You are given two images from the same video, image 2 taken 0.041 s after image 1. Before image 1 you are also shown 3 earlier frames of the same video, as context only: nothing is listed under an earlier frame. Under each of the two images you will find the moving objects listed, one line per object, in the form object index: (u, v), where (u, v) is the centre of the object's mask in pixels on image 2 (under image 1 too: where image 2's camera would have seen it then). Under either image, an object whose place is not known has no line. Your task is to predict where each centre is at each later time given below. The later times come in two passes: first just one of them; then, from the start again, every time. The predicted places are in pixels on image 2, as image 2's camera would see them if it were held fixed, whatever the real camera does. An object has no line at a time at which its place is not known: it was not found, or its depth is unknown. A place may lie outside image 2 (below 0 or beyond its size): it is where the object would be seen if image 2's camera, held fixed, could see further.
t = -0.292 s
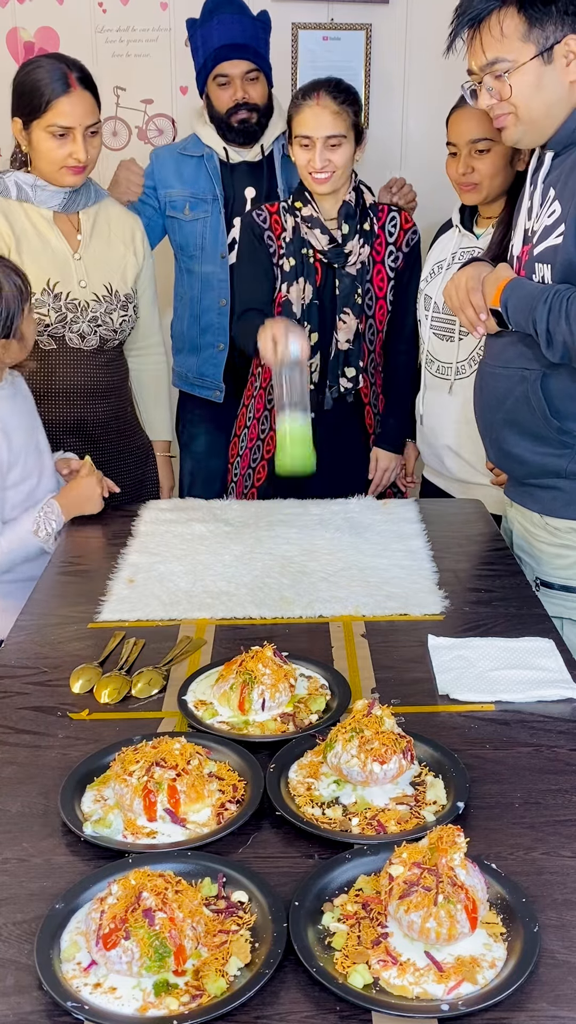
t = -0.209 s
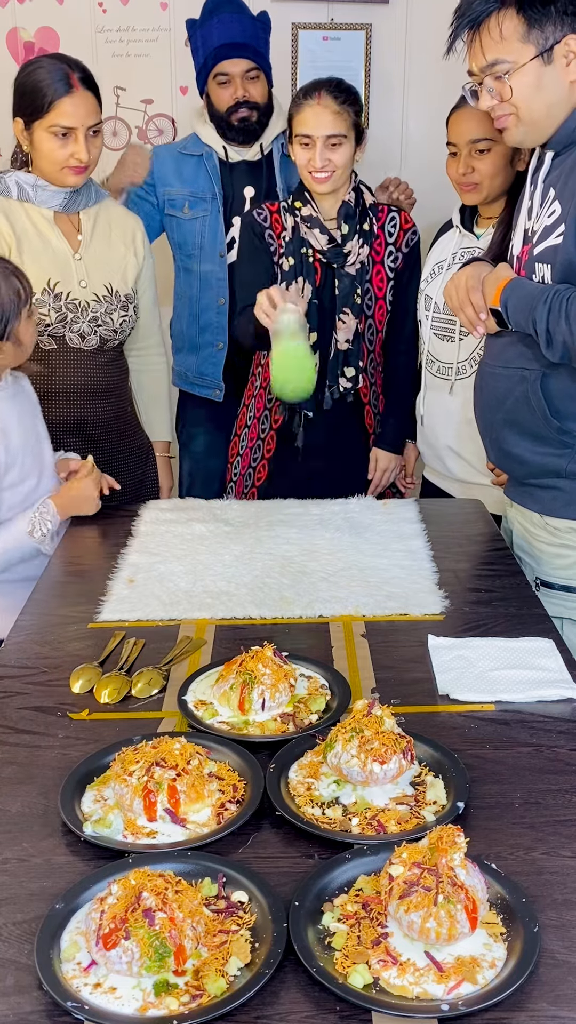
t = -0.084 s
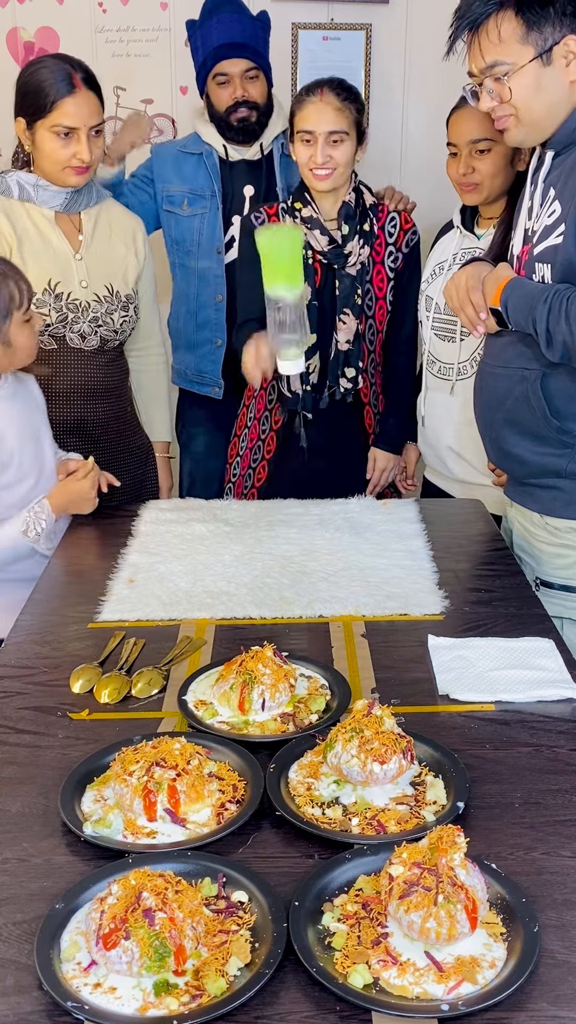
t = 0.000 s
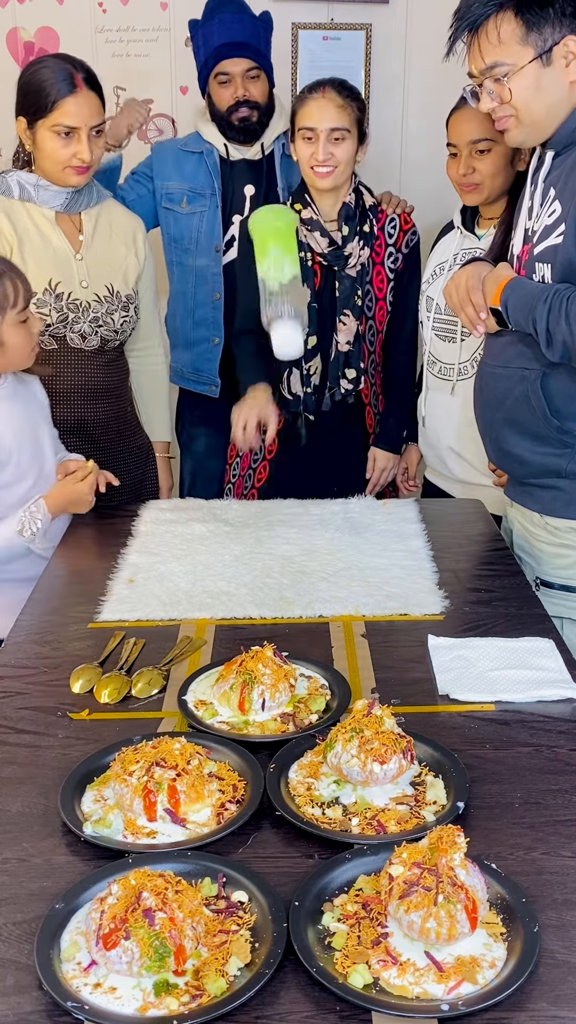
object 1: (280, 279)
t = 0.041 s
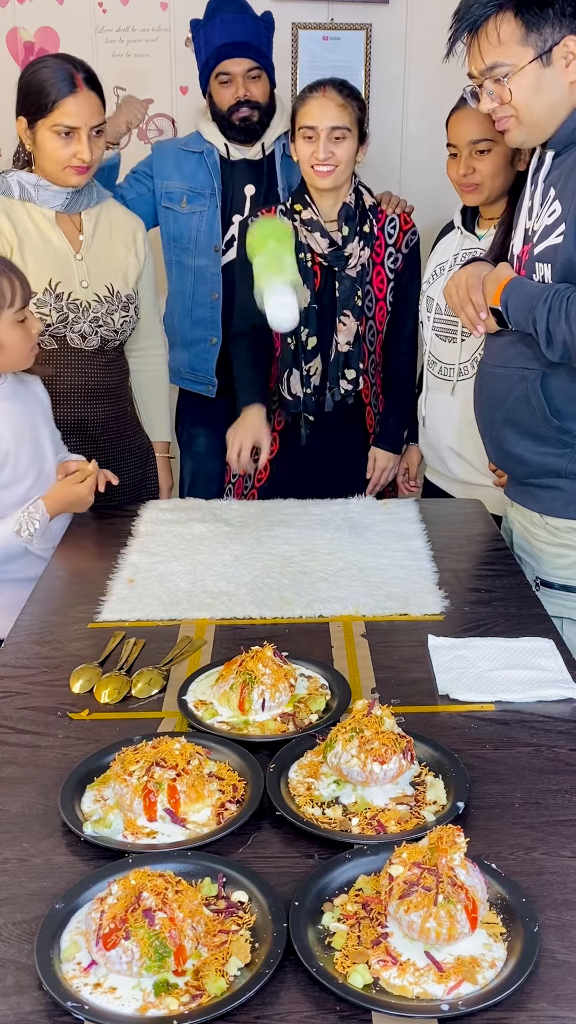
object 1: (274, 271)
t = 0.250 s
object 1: (255, 416)
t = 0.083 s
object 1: (270, 274)
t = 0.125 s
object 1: (266, 291)
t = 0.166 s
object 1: (262, 319)
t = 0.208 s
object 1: (259, 361)
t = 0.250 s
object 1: (255, 416)
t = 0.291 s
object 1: (253, 472)
